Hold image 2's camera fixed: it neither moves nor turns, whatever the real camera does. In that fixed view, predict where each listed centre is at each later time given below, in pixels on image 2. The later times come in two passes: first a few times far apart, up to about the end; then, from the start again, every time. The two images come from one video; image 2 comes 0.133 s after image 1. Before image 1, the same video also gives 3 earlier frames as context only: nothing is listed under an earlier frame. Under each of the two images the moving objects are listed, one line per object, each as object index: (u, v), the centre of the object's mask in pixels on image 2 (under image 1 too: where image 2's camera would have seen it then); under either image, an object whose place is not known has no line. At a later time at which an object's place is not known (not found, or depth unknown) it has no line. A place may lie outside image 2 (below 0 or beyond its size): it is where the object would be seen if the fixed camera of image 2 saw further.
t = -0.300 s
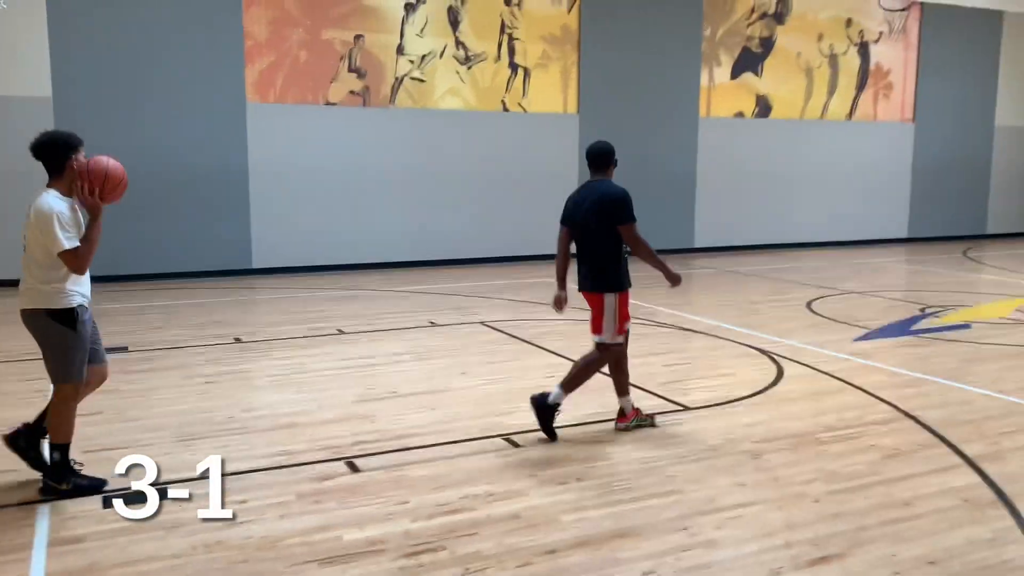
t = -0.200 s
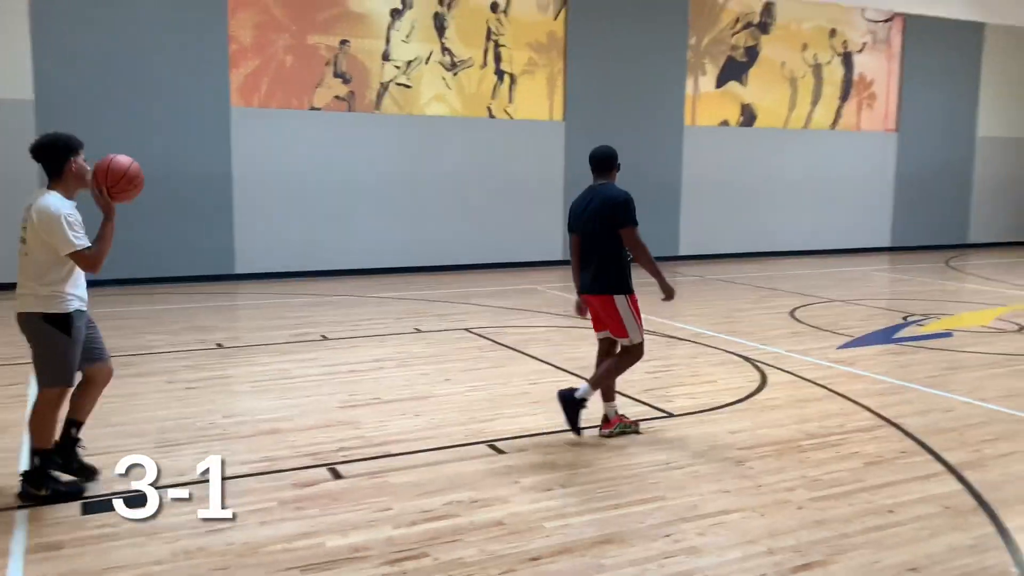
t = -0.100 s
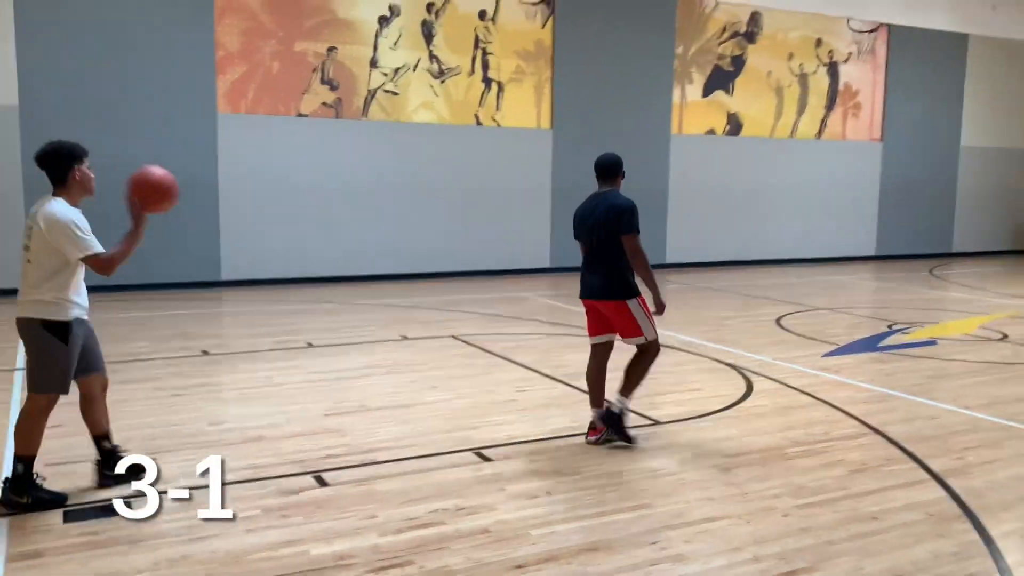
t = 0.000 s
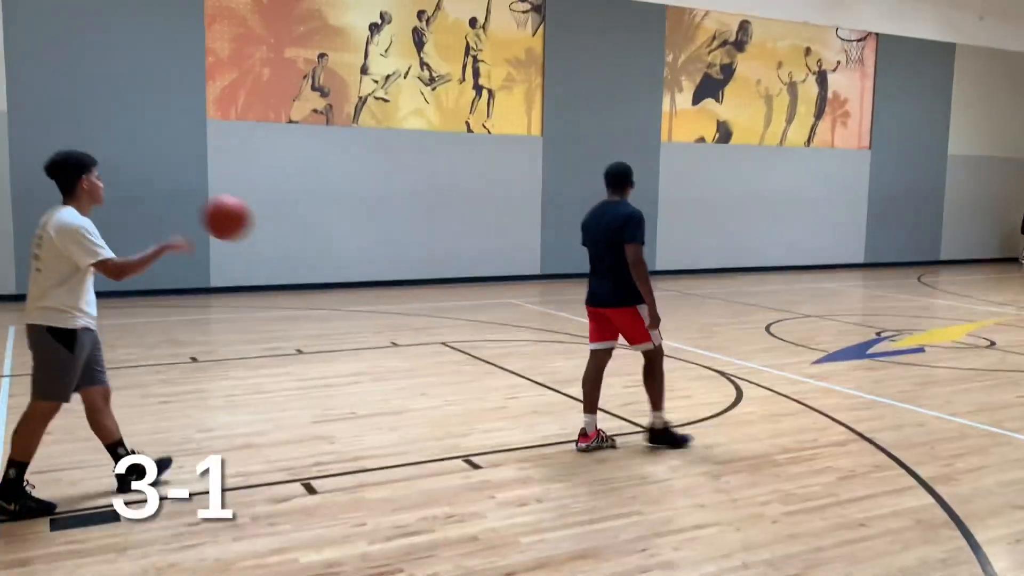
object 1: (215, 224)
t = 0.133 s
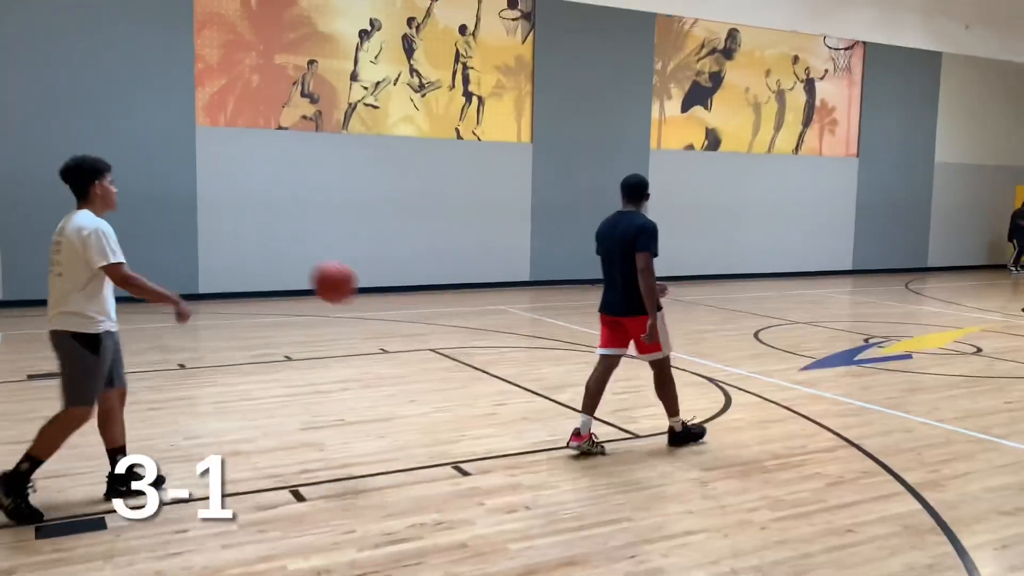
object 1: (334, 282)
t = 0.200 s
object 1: (386, 320)
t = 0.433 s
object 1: (526, 401)
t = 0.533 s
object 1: (559, 348)
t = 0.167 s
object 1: (360, 300)
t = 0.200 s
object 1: (386, 320)
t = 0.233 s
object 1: (411, 339)
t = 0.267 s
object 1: (434, 360)
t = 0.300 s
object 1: (457, 384)
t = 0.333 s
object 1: (480, 406)
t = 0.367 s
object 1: (501, 429)
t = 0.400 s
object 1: (516, 422)
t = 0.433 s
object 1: (526, 401)
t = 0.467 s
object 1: (537, 381)
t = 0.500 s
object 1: (548, 364)
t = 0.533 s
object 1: (559, 348)
